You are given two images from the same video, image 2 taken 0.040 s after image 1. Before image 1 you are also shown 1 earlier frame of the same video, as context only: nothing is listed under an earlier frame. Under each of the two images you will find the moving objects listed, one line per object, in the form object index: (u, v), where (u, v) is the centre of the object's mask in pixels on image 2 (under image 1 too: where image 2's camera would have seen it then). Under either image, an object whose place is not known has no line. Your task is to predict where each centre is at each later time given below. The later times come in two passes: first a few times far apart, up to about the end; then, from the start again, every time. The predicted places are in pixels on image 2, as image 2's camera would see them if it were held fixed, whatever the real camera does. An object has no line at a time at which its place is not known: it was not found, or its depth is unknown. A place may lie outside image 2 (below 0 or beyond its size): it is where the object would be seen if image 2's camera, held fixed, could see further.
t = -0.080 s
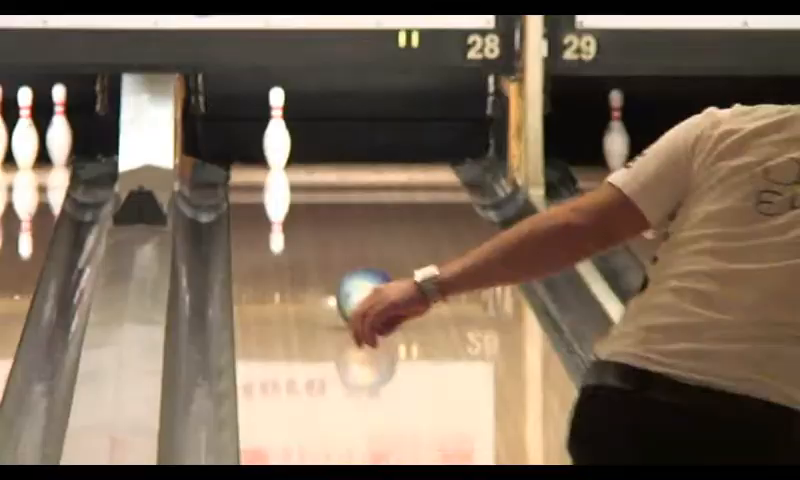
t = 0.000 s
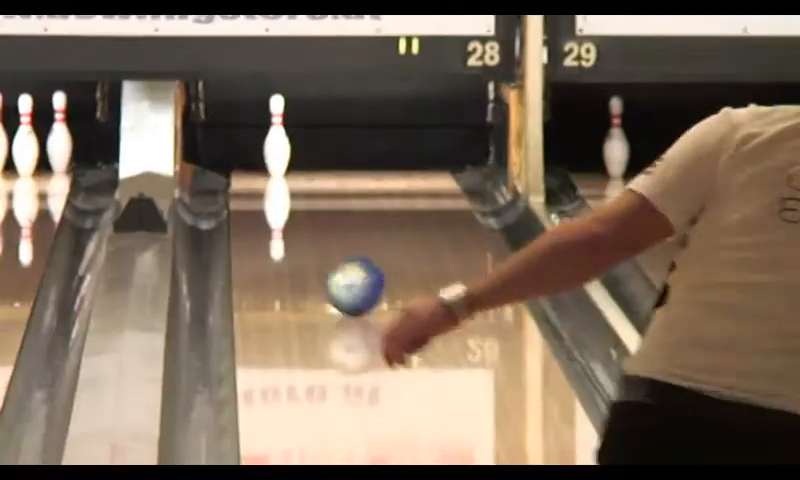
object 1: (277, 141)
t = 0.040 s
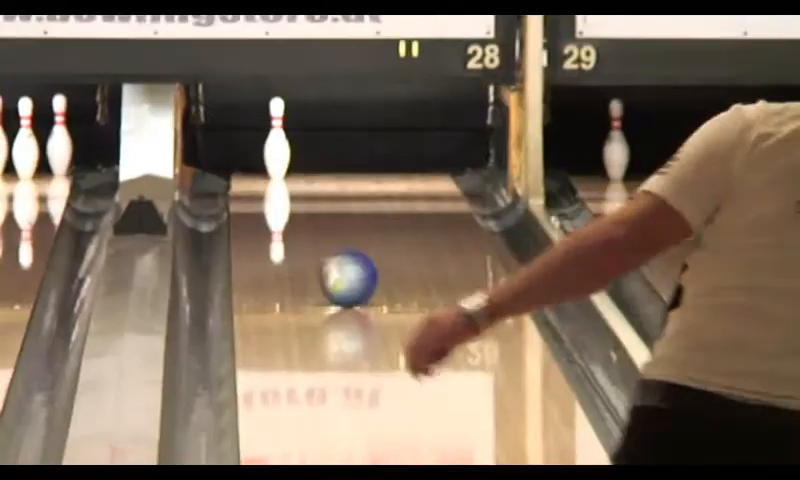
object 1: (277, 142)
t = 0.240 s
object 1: (276, 142)
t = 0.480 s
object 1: (276, 138)
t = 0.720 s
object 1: (298, 141)
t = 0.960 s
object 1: (463, 160)
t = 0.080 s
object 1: (277, 142)
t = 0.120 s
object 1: (276, 142)
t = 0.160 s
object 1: (276, 142)
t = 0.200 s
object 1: (276, 142)
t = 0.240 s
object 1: (276, 142)
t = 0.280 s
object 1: (276, 142)
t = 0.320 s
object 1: (276, 142)
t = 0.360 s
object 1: (276, 142)
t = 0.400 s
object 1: (276, 143)
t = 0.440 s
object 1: (276, 141)
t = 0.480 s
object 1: (276, 138)
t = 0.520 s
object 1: (276, 135)
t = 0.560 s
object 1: (277, 132)
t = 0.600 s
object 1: (277, 128)
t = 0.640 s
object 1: (278, 127)
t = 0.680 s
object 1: (279, 135)
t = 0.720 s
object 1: (298, 141)
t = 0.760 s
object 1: (338, 138)
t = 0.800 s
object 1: (388, 160)
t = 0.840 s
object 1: (425, 160)
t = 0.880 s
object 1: (444, 159)
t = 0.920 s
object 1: (458, 167)
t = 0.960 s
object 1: (463, 160)
